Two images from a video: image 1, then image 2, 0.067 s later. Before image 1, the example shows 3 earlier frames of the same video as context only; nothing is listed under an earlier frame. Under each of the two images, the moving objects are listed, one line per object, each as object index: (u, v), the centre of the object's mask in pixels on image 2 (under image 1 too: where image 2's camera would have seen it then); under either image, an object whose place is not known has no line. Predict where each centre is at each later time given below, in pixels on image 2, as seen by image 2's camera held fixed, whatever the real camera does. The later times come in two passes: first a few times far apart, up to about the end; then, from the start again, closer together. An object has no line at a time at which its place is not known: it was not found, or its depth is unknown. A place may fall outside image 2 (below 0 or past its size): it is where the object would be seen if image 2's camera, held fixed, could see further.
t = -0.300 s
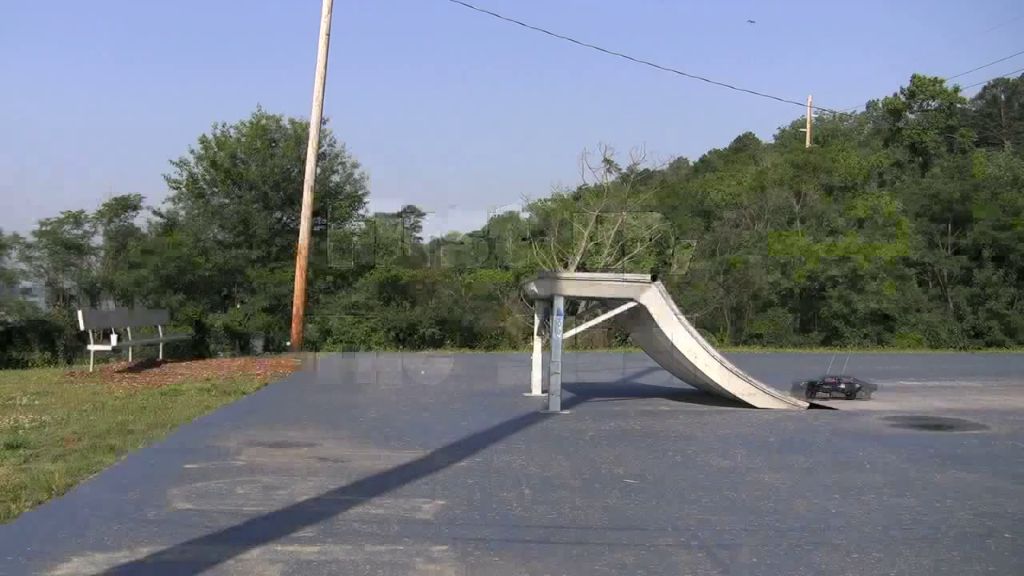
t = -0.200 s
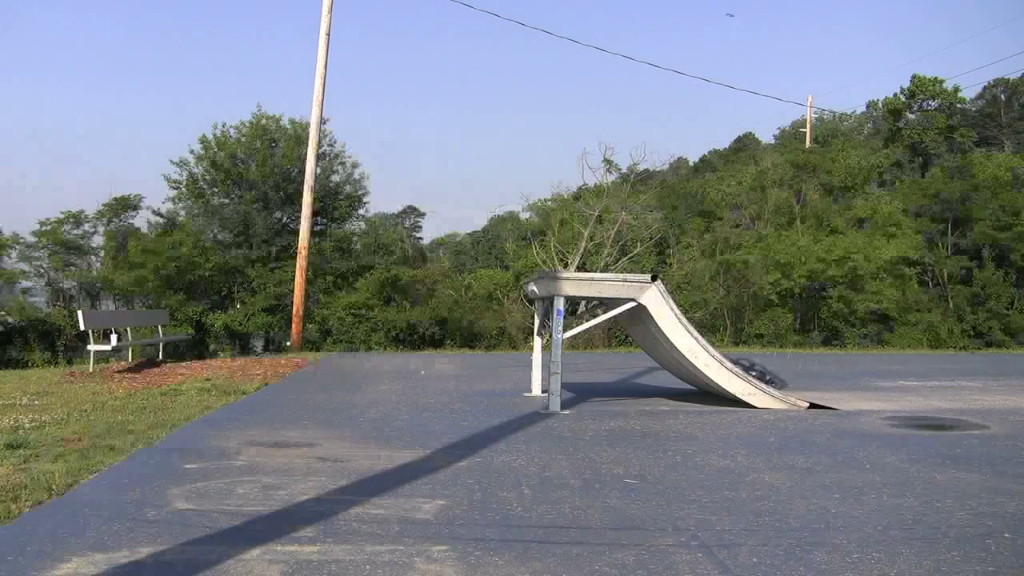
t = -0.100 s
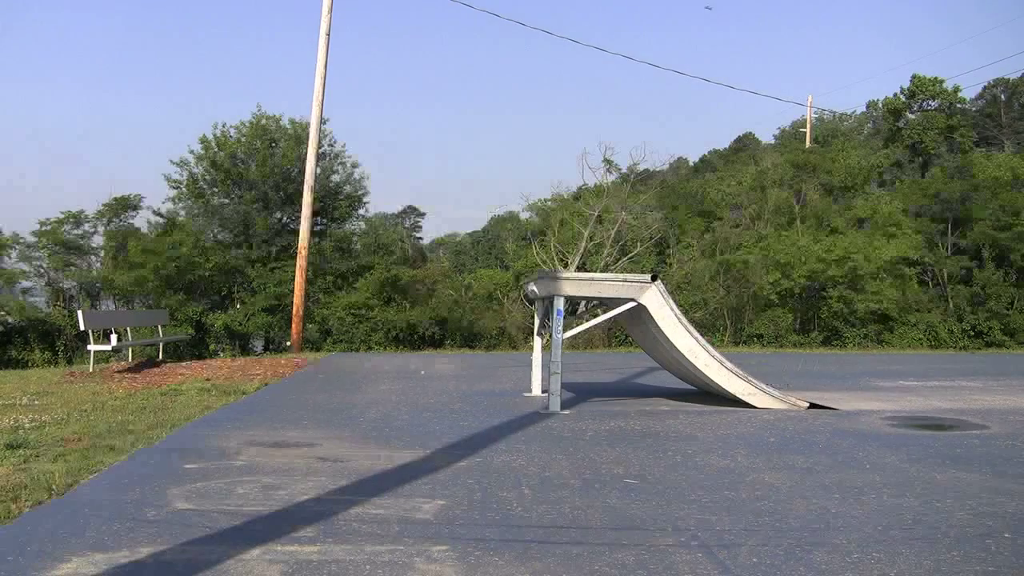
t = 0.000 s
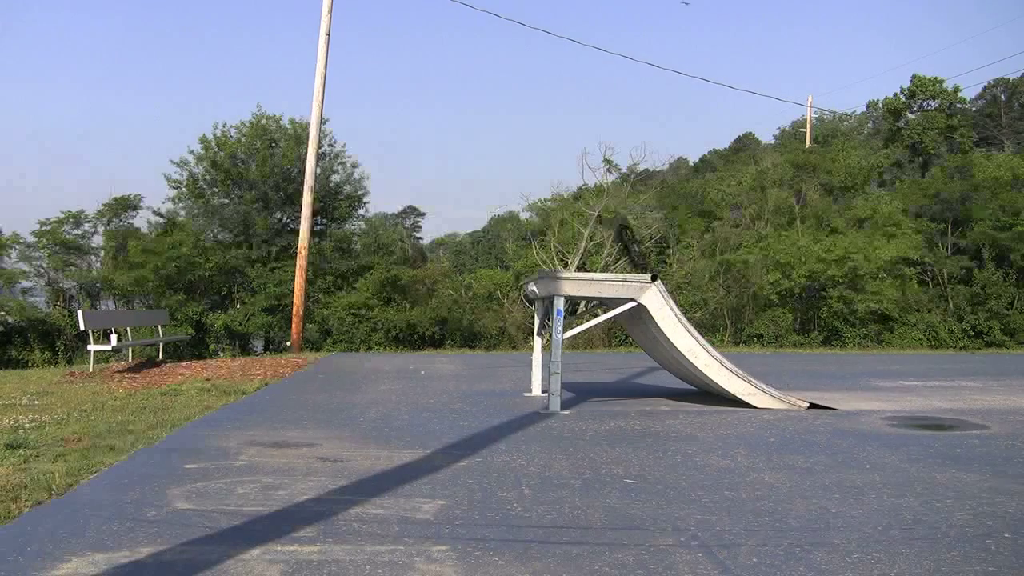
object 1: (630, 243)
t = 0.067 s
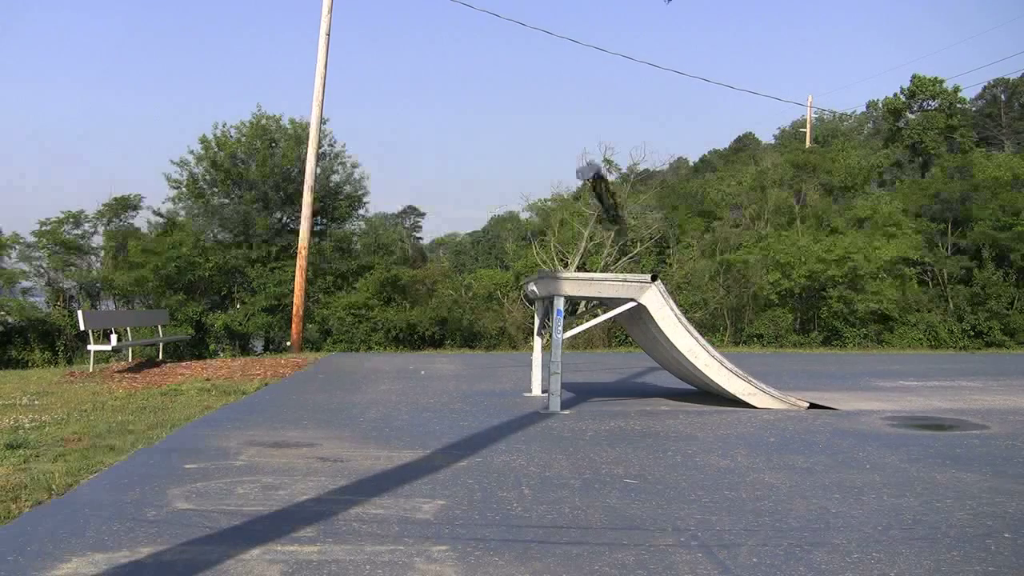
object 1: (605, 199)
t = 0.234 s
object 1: (537, 102)
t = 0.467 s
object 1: (445, 29)
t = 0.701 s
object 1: (353, 23)
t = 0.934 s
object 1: (262, 67)
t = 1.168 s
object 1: (177, 190)
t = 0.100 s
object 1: (589, 171)
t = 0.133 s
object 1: (575, 153)
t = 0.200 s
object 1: (550, 119)
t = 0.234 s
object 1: (537, 102)
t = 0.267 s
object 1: (524, 87)
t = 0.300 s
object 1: (510, 72)
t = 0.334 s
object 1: (497, 60)
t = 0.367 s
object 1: (484, 48)
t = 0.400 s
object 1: (471, 38)
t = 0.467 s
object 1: (445, 29)
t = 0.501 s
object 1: (432, 26)
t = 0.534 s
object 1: (418, 23)
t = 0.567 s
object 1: (405, 21)
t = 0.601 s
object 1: (392, 20)
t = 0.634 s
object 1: (378, 20)
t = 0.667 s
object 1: (366, 21)
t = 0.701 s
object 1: (353, 23)
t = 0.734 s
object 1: (340, 24)
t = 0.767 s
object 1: (327, 27)
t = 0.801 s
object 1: (315, 30)
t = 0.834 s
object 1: (302, 35)
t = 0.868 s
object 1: (289, 42)
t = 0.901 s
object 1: (275, 54)
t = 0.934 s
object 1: (262, 67)
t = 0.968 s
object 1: (250, 79)
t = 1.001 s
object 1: (236, 96)
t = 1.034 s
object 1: (223, 113)
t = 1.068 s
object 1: (213, 127)
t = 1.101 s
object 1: (198, 153)
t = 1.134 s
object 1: (188, 175)
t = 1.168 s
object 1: (177, 190)
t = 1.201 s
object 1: (173, 205)
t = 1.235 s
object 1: (156, 244)
